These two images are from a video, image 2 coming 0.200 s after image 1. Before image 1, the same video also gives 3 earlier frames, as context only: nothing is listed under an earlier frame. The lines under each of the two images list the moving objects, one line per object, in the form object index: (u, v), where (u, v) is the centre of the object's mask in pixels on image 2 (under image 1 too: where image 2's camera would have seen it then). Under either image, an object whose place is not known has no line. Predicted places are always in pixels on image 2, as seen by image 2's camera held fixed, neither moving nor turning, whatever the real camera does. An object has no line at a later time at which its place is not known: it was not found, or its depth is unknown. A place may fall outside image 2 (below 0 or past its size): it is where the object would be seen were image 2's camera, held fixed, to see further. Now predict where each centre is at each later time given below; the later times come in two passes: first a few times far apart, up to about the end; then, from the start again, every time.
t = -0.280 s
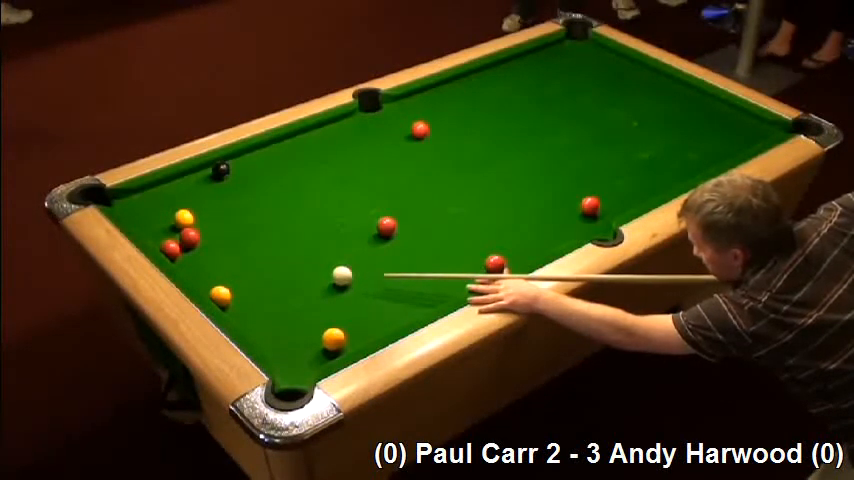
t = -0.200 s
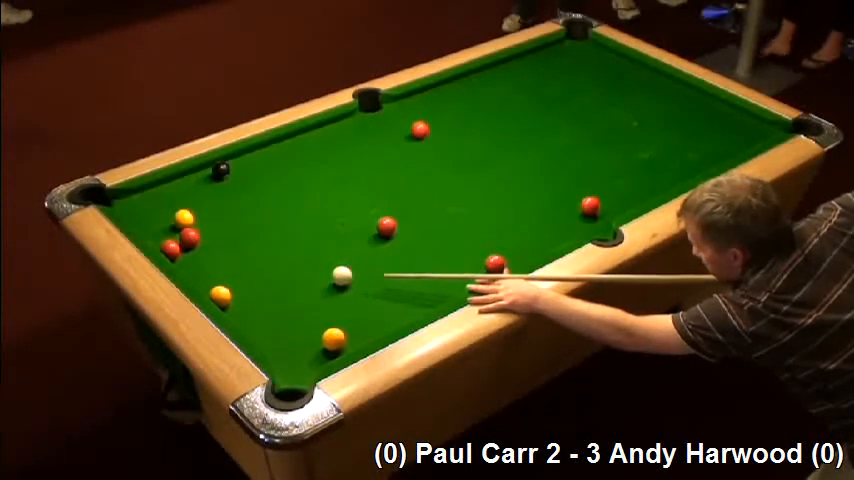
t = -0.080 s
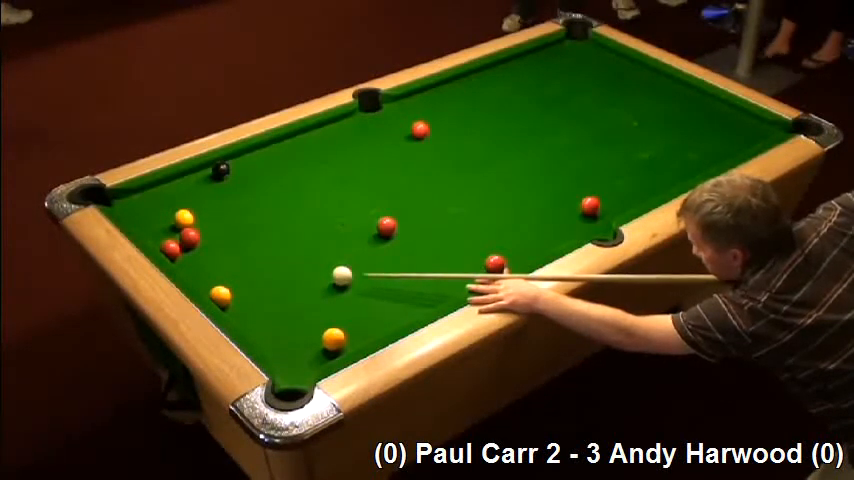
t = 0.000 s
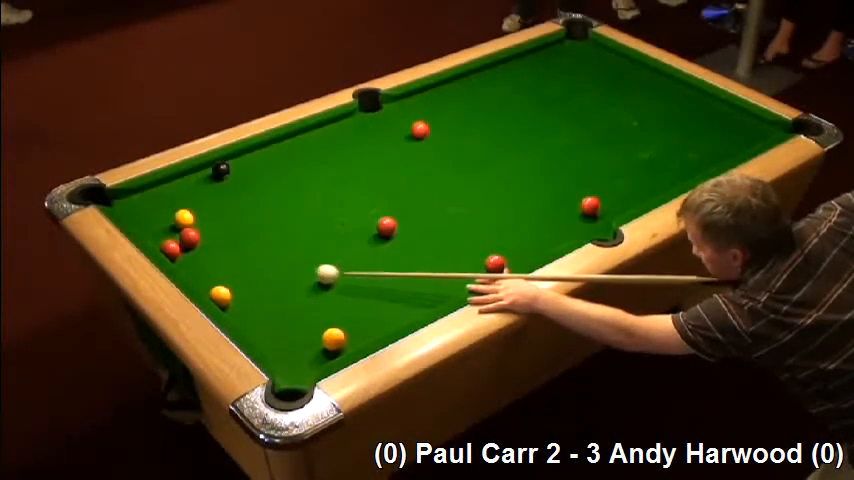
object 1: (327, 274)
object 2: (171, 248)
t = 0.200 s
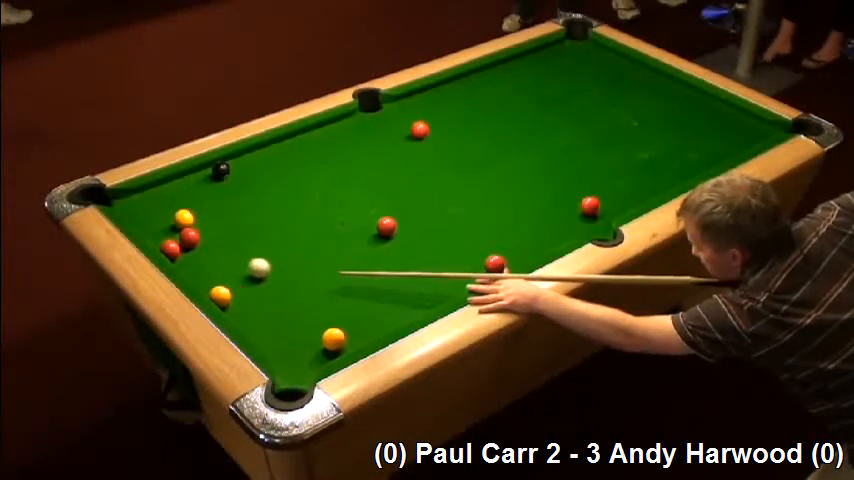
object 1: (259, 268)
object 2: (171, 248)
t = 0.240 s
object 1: (246, 267)
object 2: (171, 248)
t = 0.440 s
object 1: (184, 261)
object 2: (170, 247)
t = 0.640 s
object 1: (198, 248)
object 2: (164, 240)
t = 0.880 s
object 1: (219, 235)
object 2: (155, 231)
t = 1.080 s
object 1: (235, 225)
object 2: (148, 224)
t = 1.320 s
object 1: (251, 214)
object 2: (141, 216)
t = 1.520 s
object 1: (263, 207)
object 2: (136, 212)
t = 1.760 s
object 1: (275, 199)
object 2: (130, 206)
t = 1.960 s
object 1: (284, 193)
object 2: (127, 202)
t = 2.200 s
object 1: (293, 187)
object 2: (123, 199)
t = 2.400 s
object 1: (299, 183)
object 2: (120, 197)
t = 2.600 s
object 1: (303, 180)
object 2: (119, 195)
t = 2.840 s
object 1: (308, 177)
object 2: (117, 196)
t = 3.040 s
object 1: (311, 176)
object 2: (116, 196)
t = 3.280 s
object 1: (312, 175)
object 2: (116, 196)
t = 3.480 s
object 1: (312, 175)
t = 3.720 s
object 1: (312, 175)
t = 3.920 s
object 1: (312, 175)
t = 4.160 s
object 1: (312, 174)
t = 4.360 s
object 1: (312, 175)
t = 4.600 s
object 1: (312, 175)
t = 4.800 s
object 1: (312, 174)
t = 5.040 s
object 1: (312, 175)
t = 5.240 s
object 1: (312, 175)
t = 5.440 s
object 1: (312, 175)
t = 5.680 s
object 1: (312, 175)
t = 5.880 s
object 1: (312, 175)
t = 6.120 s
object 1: (312, 175)
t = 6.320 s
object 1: (312, 175)
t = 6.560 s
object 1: (312, 175)
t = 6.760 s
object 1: (312, 175)
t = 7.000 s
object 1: (312, 175)
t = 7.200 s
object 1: (312, 175)
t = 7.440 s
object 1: (312, 175)
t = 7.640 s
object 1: (312, 175)
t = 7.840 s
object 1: (312, 175)
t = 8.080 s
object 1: (312, 175)
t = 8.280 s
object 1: (312, 175)
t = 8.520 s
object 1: (312, 175)
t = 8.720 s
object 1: (312, 175)
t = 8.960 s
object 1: (312, 175)
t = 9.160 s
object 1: (312, 175)
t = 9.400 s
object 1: (312, 174)
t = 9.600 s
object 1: (312, 174)
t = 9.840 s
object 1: (312, 174)
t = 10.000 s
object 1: (312, 174)
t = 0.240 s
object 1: (246, 267)
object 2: (171, 248)
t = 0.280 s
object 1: (234, 265)
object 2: (171, 248)
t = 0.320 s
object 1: (221, 264)
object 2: (171, 248)
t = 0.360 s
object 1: (208, 263)
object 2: (171, 248)
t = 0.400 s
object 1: (196, 262)
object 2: (171, 248)
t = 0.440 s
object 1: (184, 261)
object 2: (170, 247)
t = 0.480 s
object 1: (182, 258)
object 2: (169, 245)
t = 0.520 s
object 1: (186, 256)
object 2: (168, 245)
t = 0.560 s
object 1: (190, 253)
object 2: (168, 244)
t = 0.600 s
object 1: (194, 251)
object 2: (166, 242)
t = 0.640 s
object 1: (198, 248)
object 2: (164, 240)
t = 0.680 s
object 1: (202, 246)
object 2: (162, 239)
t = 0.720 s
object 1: (205, 244)
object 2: (161, 237)
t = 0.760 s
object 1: (209, 242)
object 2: (159, 235)
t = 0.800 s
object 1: (213, 239)
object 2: (158, 234)
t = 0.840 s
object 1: (216, 237)
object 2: (156, 233)
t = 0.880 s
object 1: (219, 235)
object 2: (155, 231)
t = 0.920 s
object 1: (222, 233)
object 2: (154, 229)
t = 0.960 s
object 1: (226, 231)
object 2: (152, 228)
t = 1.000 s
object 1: (229, 229)
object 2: (151, 227)
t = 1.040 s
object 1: (232, 227)
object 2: (150, 225)
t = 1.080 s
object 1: (235, 225)
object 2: (148, 224)
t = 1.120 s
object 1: (238, 223)
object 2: (146, 223)
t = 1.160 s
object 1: (241, 221)
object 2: (145, 222)
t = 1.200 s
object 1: (243, 219)
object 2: (144, 220)
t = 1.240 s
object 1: (246, 218)
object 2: (142, 219)
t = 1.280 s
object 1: (249, 216)
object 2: (141, 218)
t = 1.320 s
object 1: (251, 214)
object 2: (141, 216)
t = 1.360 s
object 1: (253, 213)
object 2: (140, 216)
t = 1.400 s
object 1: (256, 211)
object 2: (139, 215)
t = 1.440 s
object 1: (258, 210)
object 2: (138, 214)
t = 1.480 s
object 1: (261, 208)
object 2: (137, 213)
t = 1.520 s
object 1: (263, 207)
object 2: (136, 212)
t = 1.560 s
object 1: (265, 205)
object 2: (135, 211)
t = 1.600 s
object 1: (267, 204)
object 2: (134, 210)
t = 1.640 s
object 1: (269, 202)
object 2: (133, 209)
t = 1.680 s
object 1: (271, 201)
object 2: (132, 208)
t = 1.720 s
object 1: (273, 200)
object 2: (131, 207)
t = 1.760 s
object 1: (275, 199)
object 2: (130, 206)
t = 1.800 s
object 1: (277, 197)
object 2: (130, 205)
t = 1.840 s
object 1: (279, 196)
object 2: (129, 204)
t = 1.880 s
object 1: (280, 195)
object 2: (128, 204)
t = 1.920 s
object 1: (282, 194)
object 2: (128, 203)
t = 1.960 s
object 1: (284, 193)
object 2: (127, 202)
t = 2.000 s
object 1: (285, 192)
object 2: (126, 202)
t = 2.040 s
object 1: (287, 191)
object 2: (125, 201)
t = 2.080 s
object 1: (289, 190)
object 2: (125, 201)
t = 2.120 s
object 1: (290, 189)
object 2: (124, 200)
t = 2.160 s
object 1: (291, 188)
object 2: (124, 200)
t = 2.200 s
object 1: (293, 187)
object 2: (123, 199)
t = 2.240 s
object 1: (294, 186)
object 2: (123, 199)
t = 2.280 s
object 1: (295, 186)
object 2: (122, 198)
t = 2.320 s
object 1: (296, 185)
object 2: (121, 198)
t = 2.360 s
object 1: (298, 184)
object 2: (121, 198)
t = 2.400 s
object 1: (299, 183)
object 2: (120, 197)
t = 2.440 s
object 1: (300, 183)
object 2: (120, 197)
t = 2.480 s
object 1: (301, 182)
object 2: (120, 196)
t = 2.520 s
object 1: (302, 181)
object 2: (120, 197)
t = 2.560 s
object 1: (303, 181)
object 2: (119, 196)
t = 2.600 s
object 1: (303, 180)
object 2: (119, 195)
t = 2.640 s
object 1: (304, 180)
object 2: (118, 195)
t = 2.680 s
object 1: (305, 179)
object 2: (118, 196)
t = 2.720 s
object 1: (306, 179)
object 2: (117, 196)
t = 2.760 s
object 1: (306, 178)
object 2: (117, 196)
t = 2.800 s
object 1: (307, 178)
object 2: (117, 196)
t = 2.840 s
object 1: (308, 177)
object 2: (117, 196)
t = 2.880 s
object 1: (308, 177)
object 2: (117, 196)
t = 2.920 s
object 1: (309, 177)
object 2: (117, 196)
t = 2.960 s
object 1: (310, 176)
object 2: (116, 196)
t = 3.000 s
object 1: (310, 176)
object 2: (116, 196)
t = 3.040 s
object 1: (311, 176)
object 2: (116, 196)
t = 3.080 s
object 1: (311, 176)
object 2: (116, 196)
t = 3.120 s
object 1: (311, 176)
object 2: (116, 196)
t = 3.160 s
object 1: (312, 175)
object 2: (116, 196)
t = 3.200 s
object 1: (312, 175)
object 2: (116, 196)
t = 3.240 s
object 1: (312, 175)
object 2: (116, 196)
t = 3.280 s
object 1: (312, 175)
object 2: (116, 196)
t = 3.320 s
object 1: (312, 175)
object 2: (116, 196)
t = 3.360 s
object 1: (312, 175)
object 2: (115, 196)
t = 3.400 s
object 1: (312, 175)
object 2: (115, 196)
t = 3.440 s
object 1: (312, 175)
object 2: (116, 196)
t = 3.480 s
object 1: (312, 175)
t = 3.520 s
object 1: (312, 175)
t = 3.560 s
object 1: (312, 175)
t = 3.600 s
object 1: (312, 175)
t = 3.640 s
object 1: (312, 175)
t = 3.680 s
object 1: (312, 175)
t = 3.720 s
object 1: (312, 175)
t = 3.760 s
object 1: (312, 175)
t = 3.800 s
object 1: (312, 175)
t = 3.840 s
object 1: (312, 175)
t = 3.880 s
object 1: (312, 175)
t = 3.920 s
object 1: (312, 175)
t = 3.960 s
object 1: (312, 174)
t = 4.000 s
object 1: (312, 174)
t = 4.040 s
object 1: (312, 174)
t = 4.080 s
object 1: (312, 174)
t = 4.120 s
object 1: (312, 174)
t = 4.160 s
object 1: (312, 174)
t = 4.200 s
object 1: (312, 174)
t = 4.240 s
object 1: (312, 174)
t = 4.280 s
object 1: (312, 174)
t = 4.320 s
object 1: (312, 175)
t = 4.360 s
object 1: (312, 175)
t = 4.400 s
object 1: (312, 175)
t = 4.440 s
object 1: (312, 175)
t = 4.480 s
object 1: (312, 175)
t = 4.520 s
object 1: (312, 175)
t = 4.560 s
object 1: (312, 175)
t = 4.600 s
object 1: (312, 175)
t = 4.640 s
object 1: (312, 174)
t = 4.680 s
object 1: (312, 174)
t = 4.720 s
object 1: (312, 174)
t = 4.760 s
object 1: (312, 174)
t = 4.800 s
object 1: (312, 174)
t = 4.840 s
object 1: (312, 174)
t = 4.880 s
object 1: (312, 174)
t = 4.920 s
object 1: (312, 175)
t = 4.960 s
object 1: (312, 175)
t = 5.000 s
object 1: (312, 175)
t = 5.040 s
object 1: (312, 175)
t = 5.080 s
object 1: (312, 175)
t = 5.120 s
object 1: (312, 175)
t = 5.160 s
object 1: (312, 175)
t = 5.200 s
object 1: (312, 175)
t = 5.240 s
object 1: (312, 175)
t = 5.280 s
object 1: (312, 175)
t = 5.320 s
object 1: (312, 175)
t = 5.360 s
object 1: (312, 175)
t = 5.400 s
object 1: (312, 175)
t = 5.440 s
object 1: (312, 175)
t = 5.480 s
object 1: (312, 175)
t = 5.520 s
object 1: (312, 175)
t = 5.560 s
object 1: (312, 175)
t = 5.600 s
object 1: (312, 175)
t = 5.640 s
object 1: (312, 175)
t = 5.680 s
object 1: (312, 175)
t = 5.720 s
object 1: (312, 175)
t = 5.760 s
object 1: (312, 175)
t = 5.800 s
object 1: (312, 175)
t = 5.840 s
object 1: (312, 175)
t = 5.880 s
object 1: (312, 175)
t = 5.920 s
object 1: (312, 175)
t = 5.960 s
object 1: (312, 175)
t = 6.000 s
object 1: (312, 175)
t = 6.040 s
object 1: (312, 175)
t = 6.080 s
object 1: (312, 175)
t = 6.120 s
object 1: (312, 175)
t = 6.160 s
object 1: (312, 175)
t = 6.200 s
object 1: (312, 175)
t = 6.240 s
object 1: (312, 175)
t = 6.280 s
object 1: (312, 175)
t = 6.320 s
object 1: (312, 175)
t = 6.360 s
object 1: (312, 175)
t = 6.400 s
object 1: (312, 175)
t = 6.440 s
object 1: (312, 175)
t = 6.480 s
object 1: (312, 175)
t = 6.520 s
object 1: (312, 175)
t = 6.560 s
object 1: (312, 175)
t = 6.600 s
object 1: (312, 175)
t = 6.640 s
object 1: (312, 175)
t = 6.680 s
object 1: (312, 175)
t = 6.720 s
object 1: (312, 175)
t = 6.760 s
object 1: (312, 175)
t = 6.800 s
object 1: (312, 175)
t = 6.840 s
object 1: (312, 175)
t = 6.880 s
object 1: (312, 175)
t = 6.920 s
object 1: (312, 175)
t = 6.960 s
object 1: (312, 175)
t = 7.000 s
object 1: (312, 175)
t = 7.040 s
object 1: (312, 175)
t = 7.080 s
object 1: (312, 175)
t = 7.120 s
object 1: (312, 175)
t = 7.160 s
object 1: (312, 175)
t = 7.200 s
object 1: (312, 175)
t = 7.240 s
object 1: (312, 175)
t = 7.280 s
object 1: (312, 175)
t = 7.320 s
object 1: (312, 175)
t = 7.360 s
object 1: (312, 175)
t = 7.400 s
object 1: (312, 175)
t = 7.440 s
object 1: (312, 175)
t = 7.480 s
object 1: (312, 175)
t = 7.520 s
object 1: (312, 175)
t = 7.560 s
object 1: (312, 175)
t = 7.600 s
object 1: (312, 175)
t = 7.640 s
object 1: (312, 175)
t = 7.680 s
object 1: (312, 175)
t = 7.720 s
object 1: (312, 175)
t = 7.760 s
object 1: (312, 175)
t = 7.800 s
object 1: (312, 175)
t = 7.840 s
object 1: (312, 175)
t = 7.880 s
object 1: (312, 175)
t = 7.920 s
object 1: (312, 175)
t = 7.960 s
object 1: (312, 175)
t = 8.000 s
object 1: (312, 175)
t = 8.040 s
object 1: (312, 175)
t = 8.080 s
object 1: (312, 175)
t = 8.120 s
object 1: (312, 175)
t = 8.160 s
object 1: (312, 175)
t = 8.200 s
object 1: (312, 175)
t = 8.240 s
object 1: (312, 175)
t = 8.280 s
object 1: (312, 175)
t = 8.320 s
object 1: (312, 175)
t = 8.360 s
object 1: (312, 175)
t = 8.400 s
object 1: (312, 175)
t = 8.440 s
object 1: (312, 175)
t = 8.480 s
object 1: (312, 175)
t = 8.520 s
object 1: (312, 175)
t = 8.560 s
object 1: (312, 175)
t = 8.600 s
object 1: (312, 175)
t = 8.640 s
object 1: (312, 175)
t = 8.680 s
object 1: (312, 175)
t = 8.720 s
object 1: (312, 175)
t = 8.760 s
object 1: (312, 175)
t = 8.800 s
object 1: (312, 175)
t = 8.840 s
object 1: (312, 175)
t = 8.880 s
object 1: (312, 175)
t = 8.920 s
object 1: (312, 175)
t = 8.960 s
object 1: (312, 175)
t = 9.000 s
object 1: (312, 175)
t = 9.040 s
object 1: (312, 175)
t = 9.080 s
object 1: (312, 175)
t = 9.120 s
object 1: (312, 175)
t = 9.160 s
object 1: (312, 175)
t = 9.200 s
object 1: (312, 175)
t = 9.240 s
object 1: (312, 175)
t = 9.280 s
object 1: (312, 174)
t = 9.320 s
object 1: (312, 174)
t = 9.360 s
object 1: (312, 174)
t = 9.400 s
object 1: (312, 174)
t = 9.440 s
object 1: (312, 174)
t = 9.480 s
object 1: (312, 174)
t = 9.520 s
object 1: (312, 174)
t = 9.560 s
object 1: (312, 174)
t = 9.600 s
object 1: (312, 174)
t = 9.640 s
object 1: (312, 174)
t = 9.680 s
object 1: (312, 174)
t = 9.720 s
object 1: (312, 174)
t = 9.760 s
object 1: (312, 174)
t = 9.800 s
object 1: (312, 174)
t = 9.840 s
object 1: (312, 174)
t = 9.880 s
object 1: (312, 174)
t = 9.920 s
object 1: (312, 174)
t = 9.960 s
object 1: (312, 174)
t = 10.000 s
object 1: (312, 174)
